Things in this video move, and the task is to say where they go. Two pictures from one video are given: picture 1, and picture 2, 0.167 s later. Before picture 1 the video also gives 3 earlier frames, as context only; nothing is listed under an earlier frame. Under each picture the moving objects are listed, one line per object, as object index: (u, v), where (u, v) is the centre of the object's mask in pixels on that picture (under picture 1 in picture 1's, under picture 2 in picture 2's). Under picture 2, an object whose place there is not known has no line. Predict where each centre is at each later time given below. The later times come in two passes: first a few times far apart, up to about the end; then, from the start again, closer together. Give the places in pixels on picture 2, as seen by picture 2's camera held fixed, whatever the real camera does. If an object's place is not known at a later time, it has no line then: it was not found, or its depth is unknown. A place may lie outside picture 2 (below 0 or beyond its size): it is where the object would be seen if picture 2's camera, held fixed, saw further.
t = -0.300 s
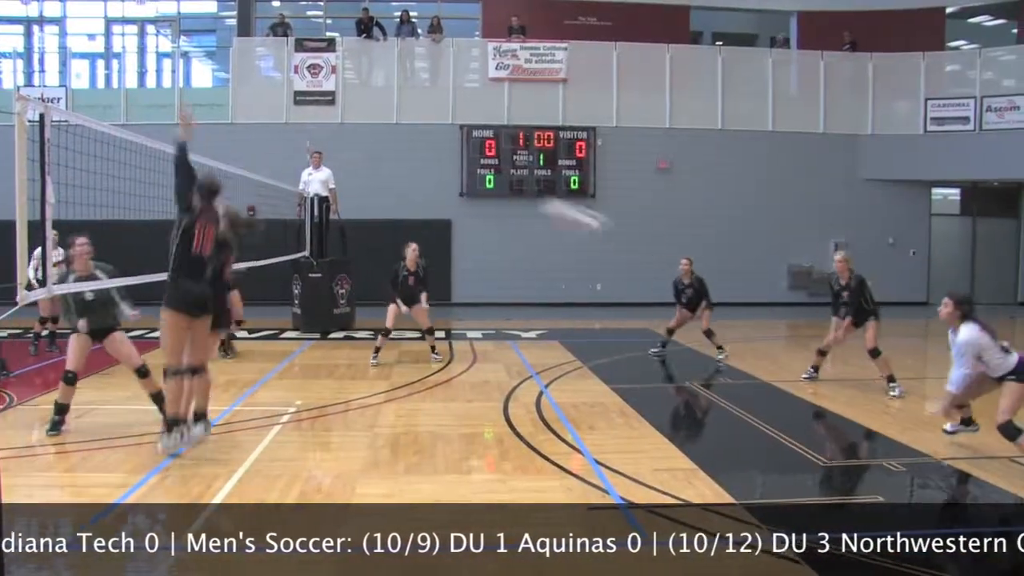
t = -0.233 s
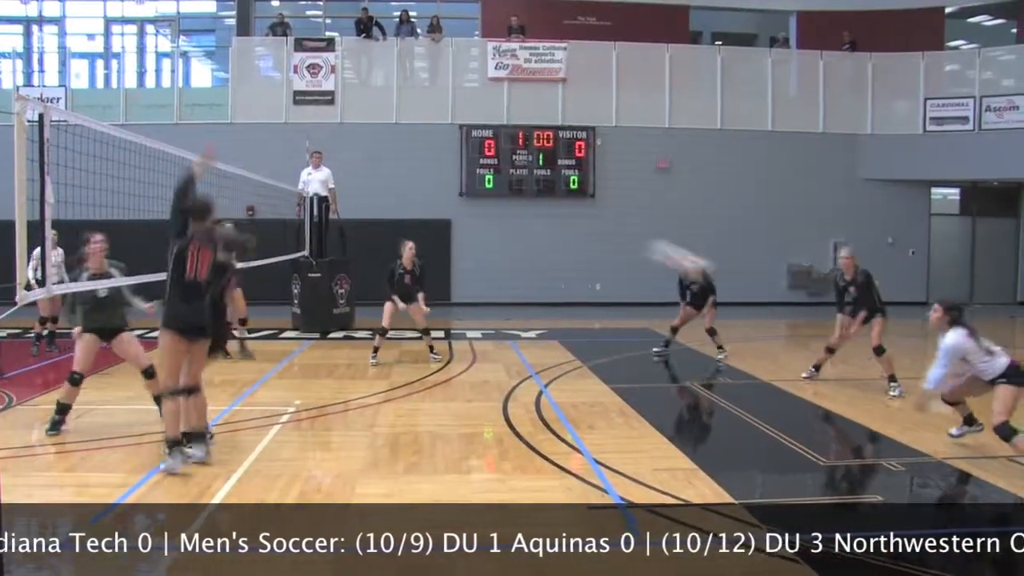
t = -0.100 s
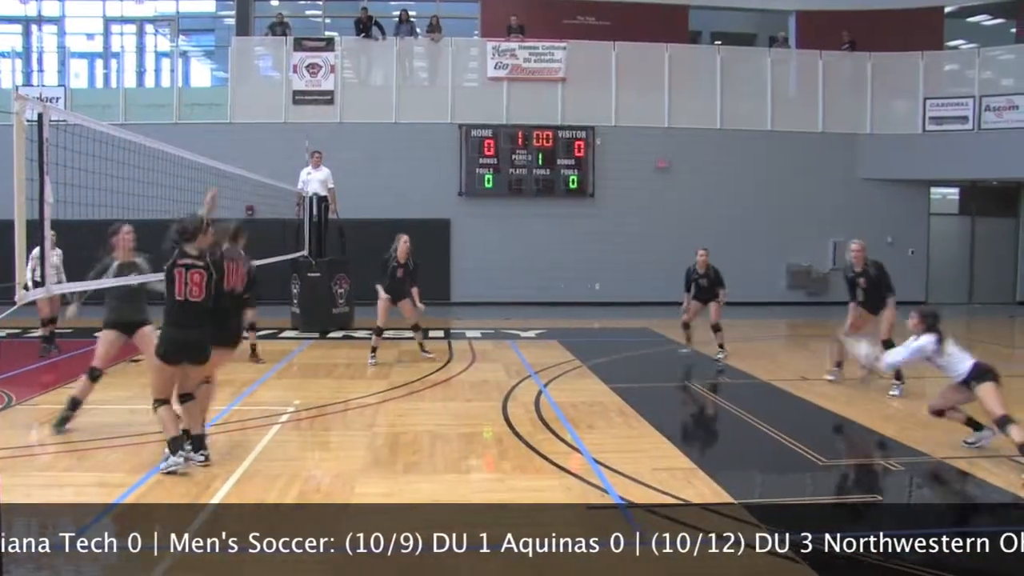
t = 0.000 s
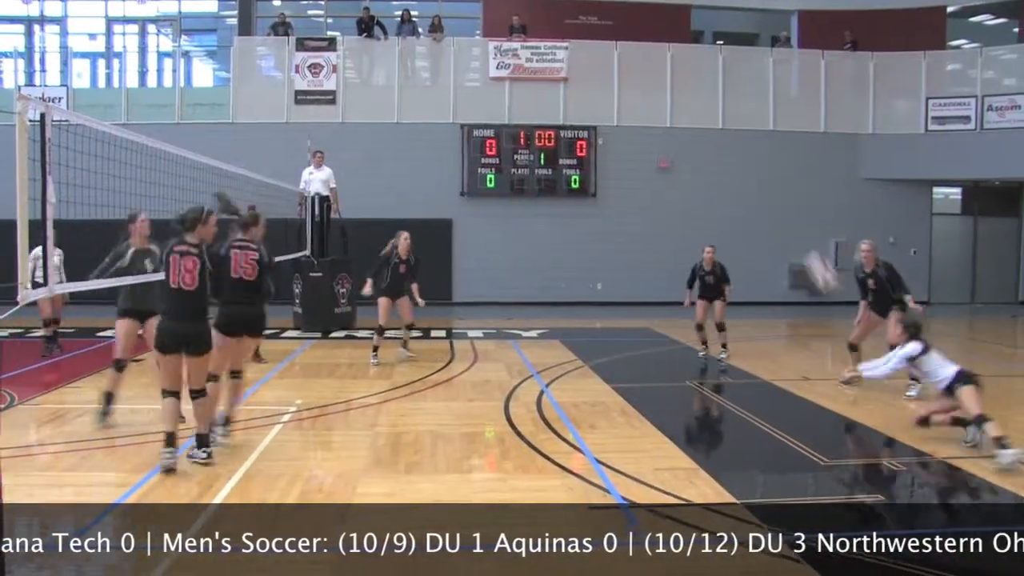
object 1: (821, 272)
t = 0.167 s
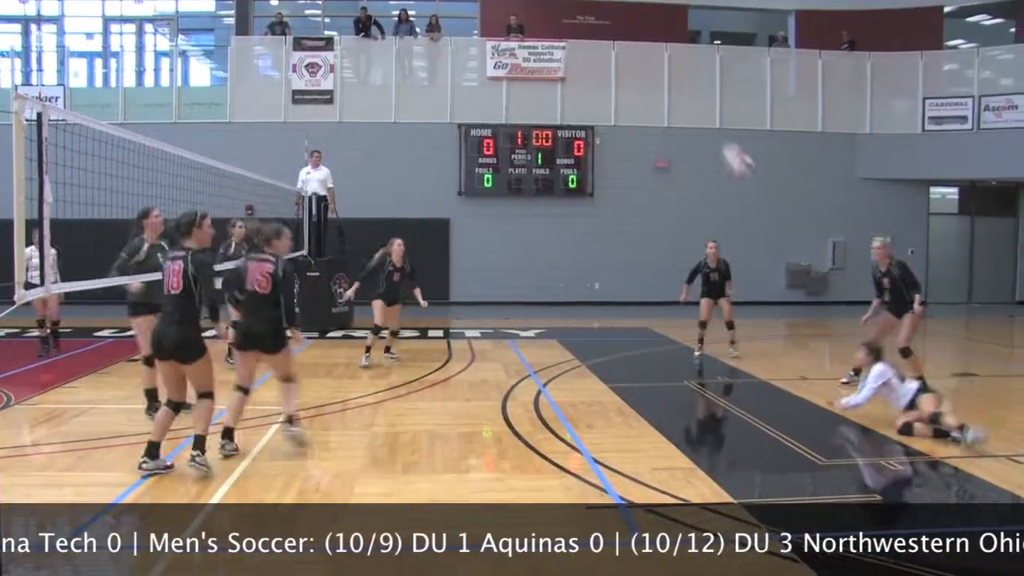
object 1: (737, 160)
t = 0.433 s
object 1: (629, 64)
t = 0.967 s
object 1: (468, 96)
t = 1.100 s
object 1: (434, 136)
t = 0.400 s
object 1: (639, 70)
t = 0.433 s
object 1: (629, 64)
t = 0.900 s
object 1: (483, 79)
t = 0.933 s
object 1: (476, 87)
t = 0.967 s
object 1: (468, 96)
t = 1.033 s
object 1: (450, 115)
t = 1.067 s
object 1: (442, 126)
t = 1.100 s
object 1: (434, 136)
